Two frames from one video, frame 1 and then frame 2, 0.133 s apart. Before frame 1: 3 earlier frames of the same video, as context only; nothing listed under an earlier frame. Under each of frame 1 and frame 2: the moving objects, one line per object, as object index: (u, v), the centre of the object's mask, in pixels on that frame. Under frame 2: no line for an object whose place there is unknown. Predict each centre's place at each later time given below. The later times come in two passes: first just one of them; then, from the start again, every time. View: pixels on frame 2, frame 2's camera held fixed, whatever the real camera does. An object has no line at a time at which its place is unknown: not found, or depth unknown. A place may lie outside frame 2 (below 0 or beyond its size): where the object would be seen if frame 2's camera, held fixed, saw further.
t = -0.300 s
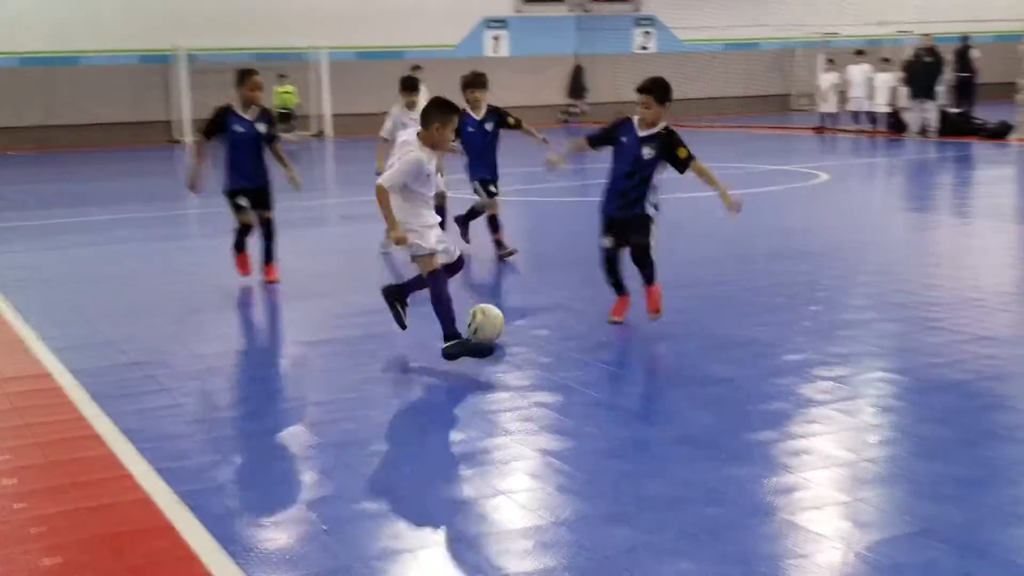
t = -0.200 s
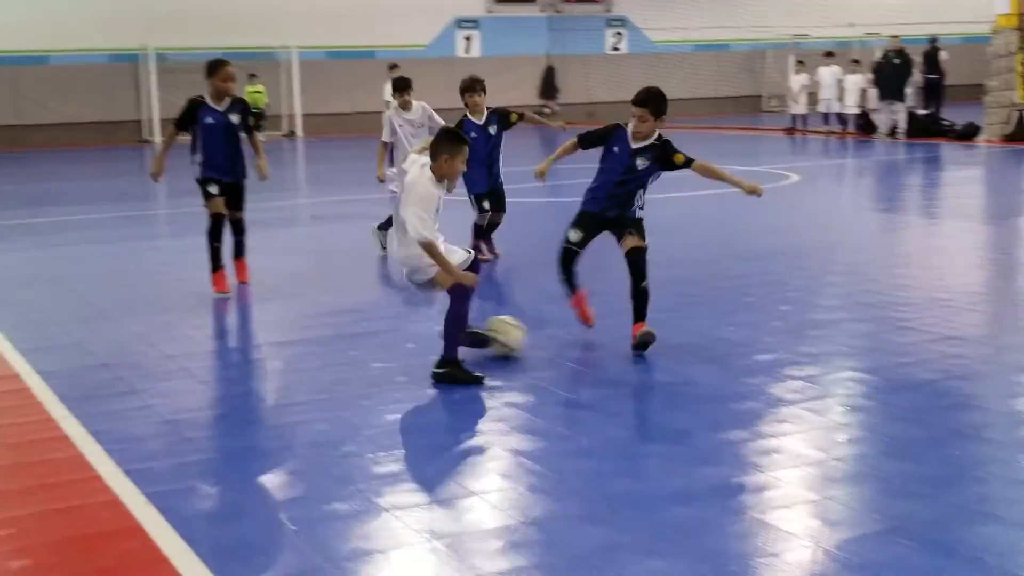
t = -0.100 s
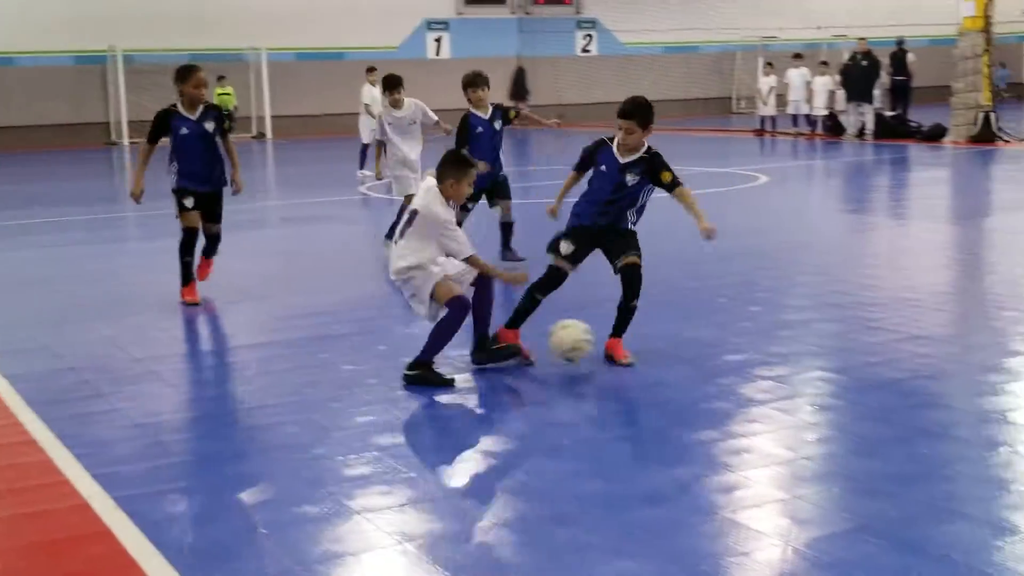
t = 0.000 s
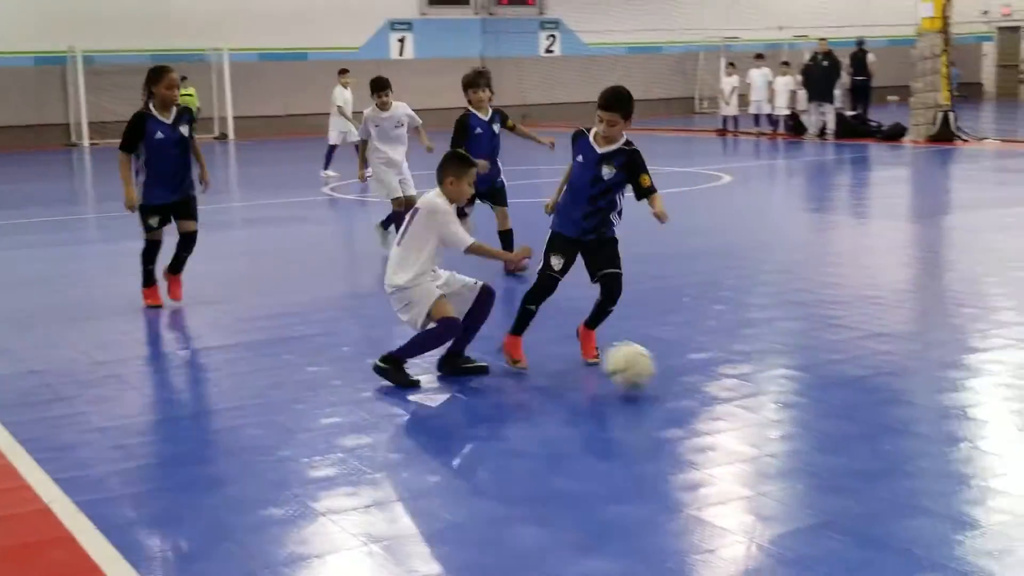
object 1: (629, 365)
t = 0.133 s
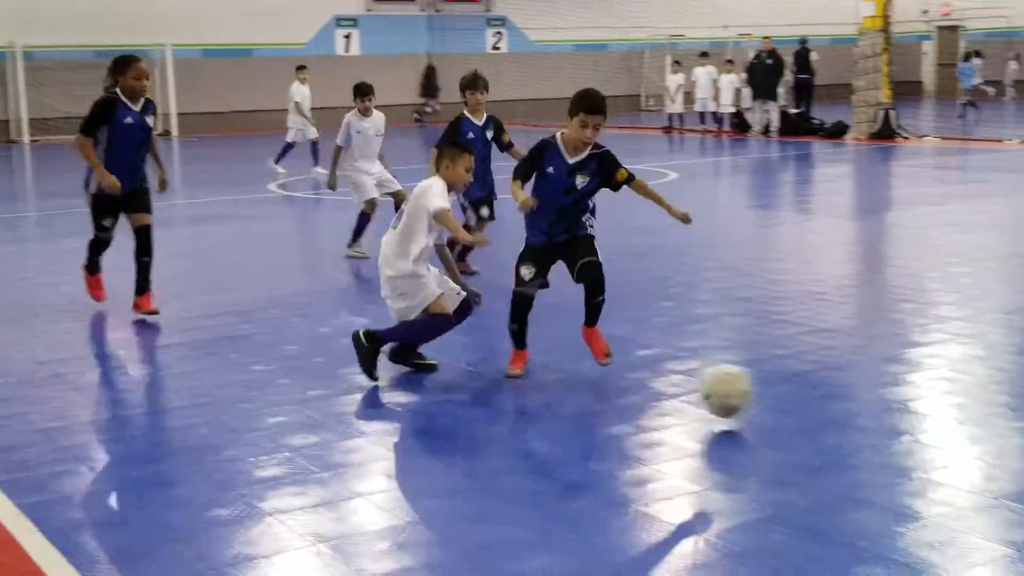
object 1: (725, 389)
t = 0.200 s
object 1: (810, 415)
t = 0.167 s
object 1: (769, 403)
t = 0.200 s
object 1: (810, 415)
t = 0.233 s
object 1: (854, 418)
